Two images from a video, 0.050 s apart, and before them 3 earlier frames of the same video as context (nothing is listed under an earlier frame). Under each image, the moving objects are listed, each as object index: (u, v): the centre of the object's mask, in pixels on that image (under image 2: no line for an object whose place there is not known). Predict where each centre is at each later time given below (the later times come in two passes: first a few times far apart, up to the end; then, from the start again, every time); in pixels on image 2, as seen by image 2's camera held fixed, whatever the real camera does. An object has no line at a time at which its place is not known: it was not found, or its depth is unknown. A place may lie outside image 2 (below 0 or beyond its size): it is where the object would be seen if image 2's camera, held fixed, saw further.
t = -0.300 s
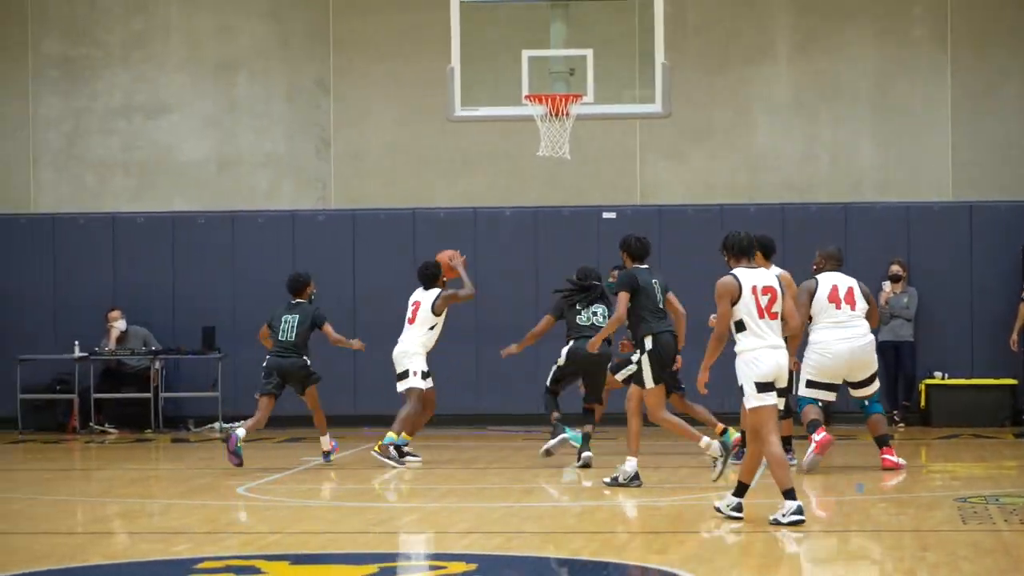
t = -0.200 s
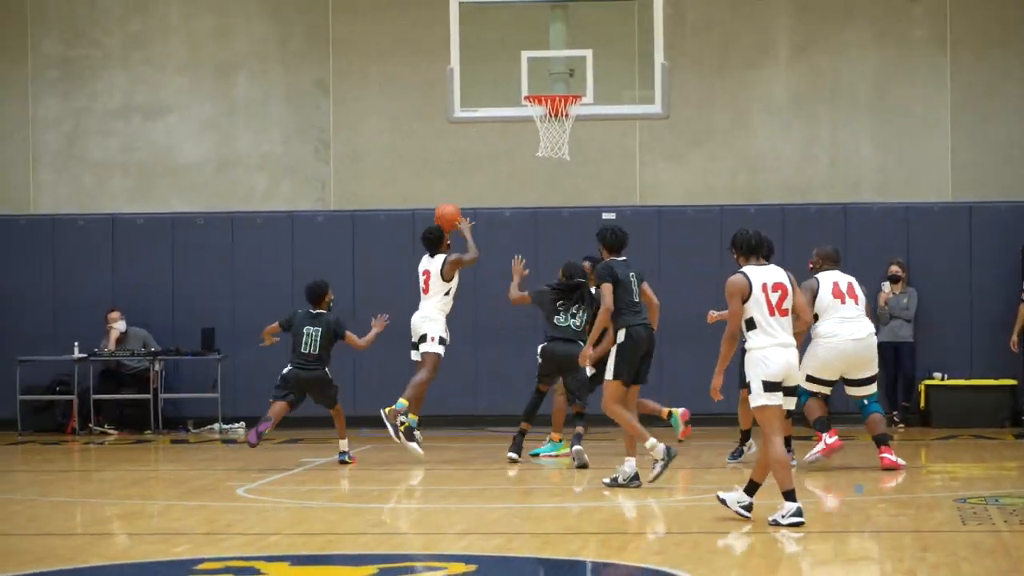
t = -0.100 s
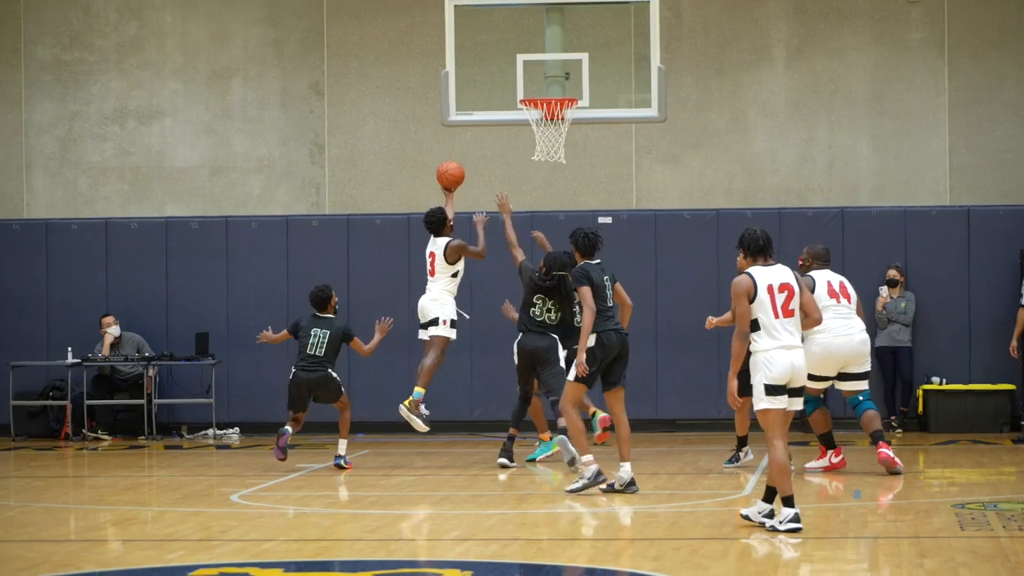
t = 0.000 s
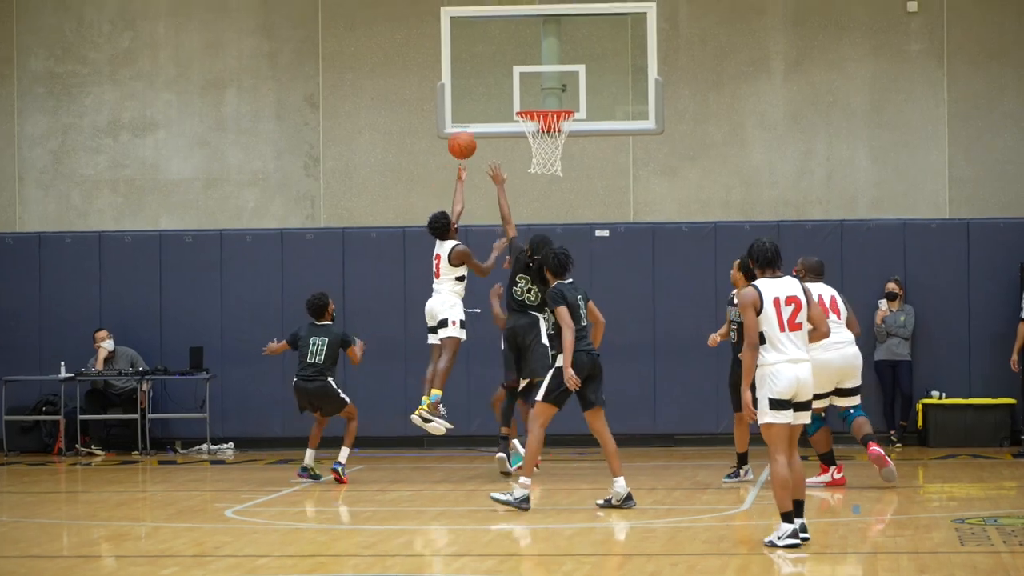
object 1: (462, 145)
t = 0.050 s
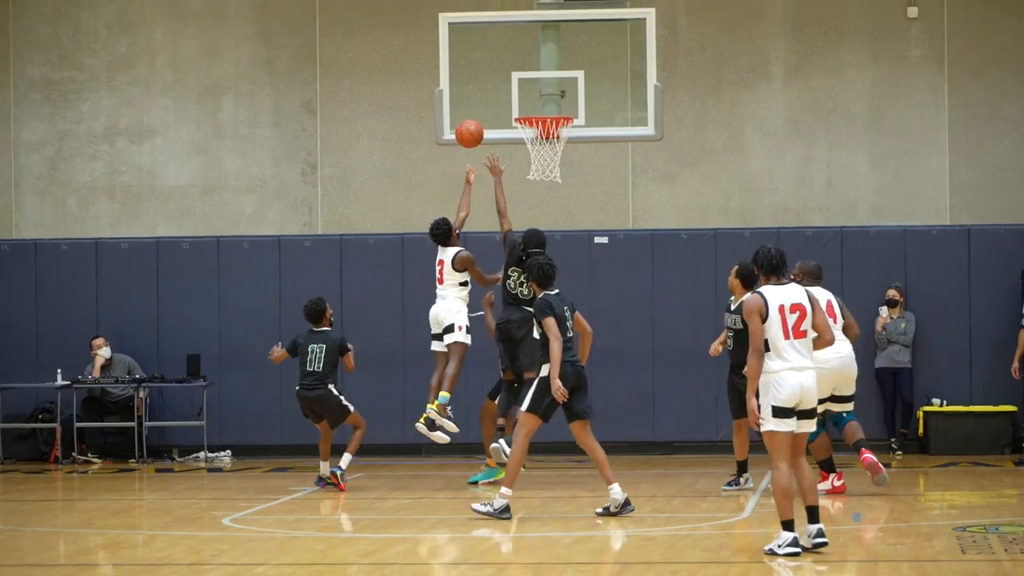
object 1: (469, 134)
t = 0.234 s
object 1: (502, 95)
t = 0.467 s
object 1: (530, 95)
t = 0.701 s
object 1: (550, 148)
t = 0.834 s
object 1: (551, 174)
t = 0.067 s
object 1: (472, 128)
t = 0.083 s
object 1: (475, 123)
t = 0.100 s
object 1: (478, 118)
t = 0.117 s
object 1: (481, 114)
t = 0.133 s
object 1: (484, 110)
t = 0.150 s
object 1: (487, 107)
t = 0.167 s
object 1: (490, 104)
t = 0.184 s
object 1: (493, 101)
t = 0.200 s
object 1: (497, 99)
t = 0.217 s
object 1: (499, 97)
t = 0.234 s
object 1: (502, 95)
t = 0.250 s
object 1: (505, 93)
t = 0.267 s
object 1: (508, 92)
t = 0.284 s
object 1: (511, 91)
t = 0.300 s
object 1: (514, 91)
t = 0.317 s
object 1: (516, 91)
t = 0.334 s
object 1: (518, 90)
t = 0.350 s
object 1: (519, 89)
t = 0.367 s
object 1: (521, 89)
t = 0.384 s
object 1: (522, 89)
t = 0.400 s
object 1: (524, 89)
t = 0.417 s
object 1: (525, 90)
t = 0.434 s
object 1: (527, 91)
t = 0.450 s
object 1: (528, 93)
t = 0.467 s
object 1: (530, 95)
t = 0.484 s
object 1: (532, 97)
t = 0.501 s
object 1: (533, 99)
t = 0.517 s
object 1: (535, 102)
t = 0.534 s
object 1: (536, 104)
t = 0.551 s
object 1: (538, 106)
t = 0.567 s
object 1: (539, 107)
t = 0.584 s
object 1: (541, 110)
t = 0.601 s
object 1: (544, 122)
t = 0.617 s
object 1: (545, 125)
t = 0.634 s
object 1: (546, 130)
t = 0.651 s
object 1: (547, 134)
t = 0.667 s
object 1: (548, 140)
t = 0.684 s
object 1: (550, 144)
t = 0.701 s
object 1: (550, 148)
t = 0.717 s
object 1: (551, 151)
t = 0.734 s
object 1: (551, 154)
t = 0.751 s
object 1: (550, 157)
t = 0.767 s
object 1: (549, 168)
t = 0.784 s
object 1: (550, 167)
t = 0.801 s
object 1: (551, 167)
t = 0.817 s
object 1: (551, 170)
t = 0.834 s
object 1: (551, 174)
